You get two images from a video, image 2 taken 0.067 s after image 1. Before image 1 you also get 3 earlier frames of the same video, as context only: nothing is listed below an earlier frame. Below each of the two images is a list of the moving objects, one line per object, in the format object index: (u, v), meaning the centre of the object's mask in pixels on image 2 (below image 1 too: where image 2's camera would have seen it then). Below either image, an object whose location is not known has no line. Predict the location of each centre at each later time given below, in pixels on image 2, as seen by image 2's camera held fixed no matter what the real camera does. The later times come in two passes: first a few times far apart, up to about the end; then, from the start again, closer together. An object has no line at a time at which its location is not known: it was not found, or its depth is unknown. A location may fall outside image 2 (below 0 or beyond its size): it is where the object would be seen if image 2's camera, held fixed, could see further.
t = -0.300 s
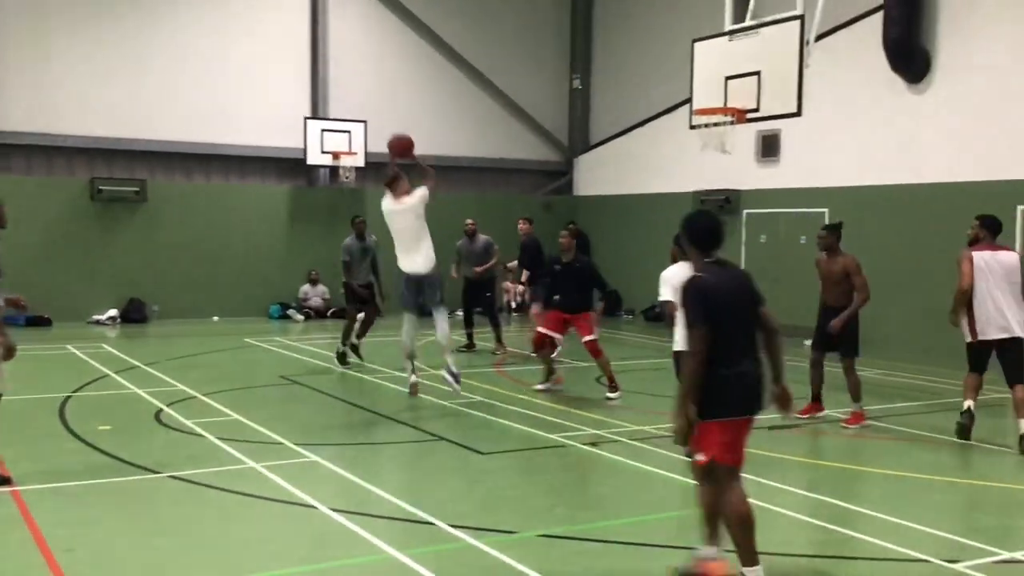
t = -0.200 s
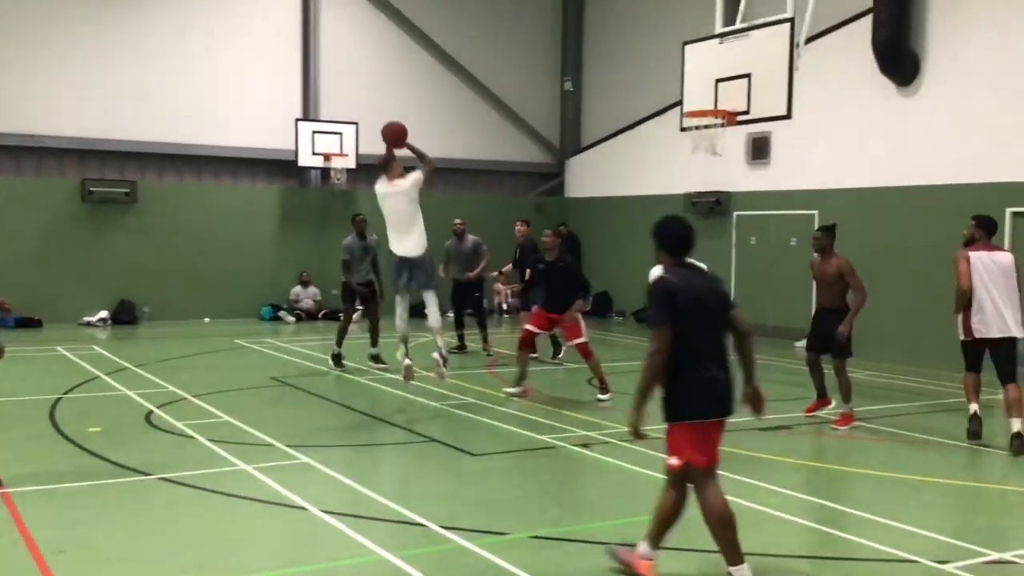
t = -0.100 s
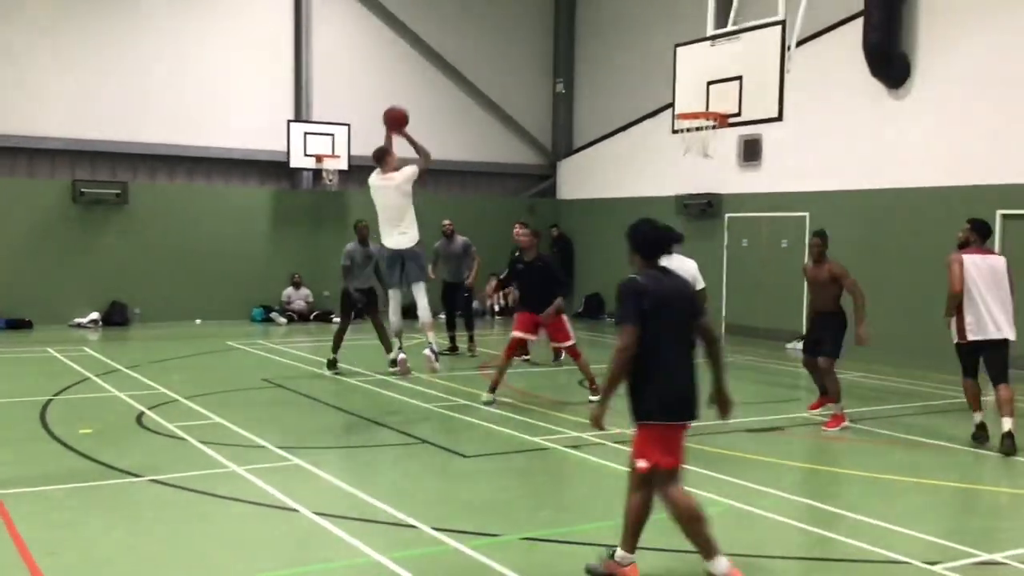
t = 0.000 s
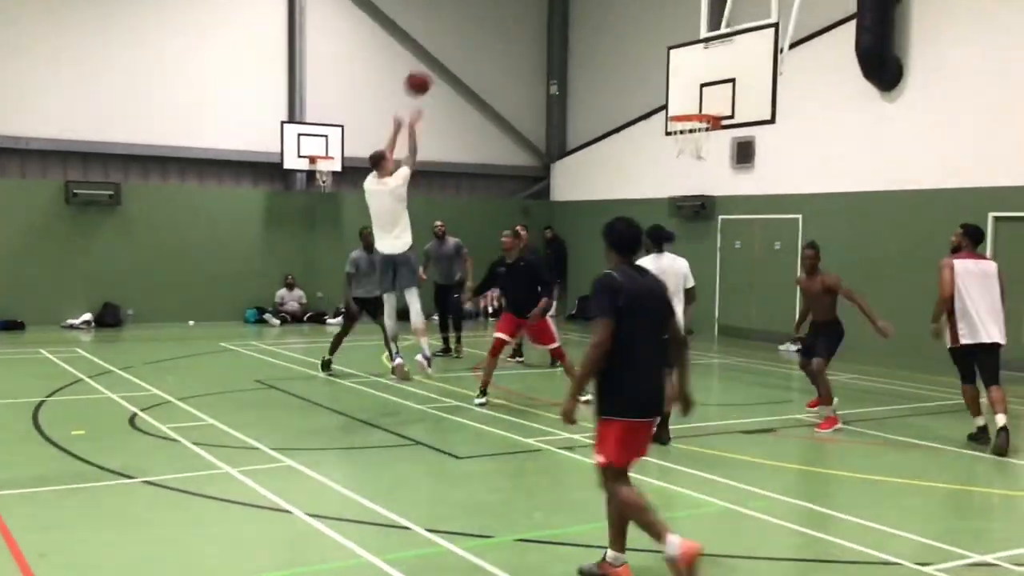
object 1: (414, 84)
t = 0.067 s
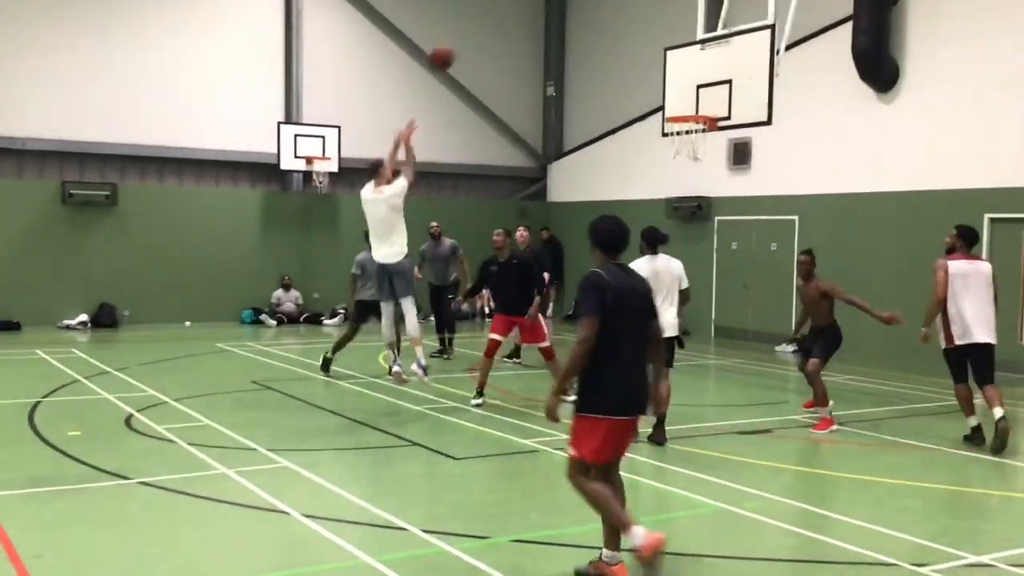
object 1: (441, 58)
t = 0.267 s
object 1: (515, 10)
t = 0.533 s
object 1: (604, 10)
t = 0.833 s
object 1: (689, 85)
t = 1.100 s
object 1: (707, 44)
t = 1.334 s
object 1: (709, 16)
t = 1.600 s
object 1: (706, 35)
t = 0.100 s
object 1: (454, 47)
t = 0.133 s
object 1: (466, 37)
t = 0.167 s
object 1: (478, 29)
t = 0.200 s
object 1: (491, 21)
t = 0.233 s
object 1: (503, 15)
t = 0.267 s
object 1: (515, 10)
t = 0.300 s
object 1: (526, 8)
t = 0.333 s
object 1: (536, 6)
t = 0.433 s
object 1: (571, 4)
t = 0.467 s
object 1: (582, 6)
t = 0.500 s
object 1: (594, 6)
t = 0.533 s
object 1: (604, 10)
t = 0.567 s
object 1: (614, 15)
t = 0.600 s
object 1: (623, 20)
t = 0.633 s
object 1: (633, 28)
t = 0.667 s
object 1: (643, 35)
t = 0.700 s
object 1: (653, 43)
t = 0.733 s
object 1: (662, 53)
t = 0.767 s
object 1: (671, 63)
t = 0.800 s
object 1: (680, 73)
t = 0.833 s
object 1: (689, 85)
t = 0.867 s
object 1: (698, 98)
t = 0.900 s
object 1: (705, 106)
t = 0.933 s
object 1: (705, 92)
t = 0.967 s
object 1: (706, 81)
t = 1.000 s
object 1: (707, 70)
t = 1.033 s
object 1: (707, 60)
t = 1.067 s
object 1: (707, 52)
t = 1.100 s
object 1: (707, 44)
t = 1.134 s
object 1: (708, 37)
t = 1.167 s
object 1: (708, 30)
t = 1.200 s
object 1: (708, 25)
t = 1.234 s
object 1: (708, 21)
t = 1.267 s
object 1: (708, 19)
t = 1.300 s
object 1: (708, 18)
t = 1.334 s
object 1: (709, 16)
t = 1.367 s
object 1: (708, 16)
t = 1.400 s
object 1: (708, 17)
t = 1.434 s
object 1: (708, 18)
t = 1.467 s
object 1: (708, 21)
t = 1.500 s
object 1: (708, 24)
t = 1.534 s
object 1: (708, 30)
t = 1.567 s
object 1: (708, 33)
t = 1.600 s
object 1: (706, 35)
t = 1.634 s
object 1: (705, 38)
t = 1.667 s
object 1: (705, 42)
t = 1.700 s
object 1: (703, 47)
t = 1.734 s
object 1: (702, 53)
